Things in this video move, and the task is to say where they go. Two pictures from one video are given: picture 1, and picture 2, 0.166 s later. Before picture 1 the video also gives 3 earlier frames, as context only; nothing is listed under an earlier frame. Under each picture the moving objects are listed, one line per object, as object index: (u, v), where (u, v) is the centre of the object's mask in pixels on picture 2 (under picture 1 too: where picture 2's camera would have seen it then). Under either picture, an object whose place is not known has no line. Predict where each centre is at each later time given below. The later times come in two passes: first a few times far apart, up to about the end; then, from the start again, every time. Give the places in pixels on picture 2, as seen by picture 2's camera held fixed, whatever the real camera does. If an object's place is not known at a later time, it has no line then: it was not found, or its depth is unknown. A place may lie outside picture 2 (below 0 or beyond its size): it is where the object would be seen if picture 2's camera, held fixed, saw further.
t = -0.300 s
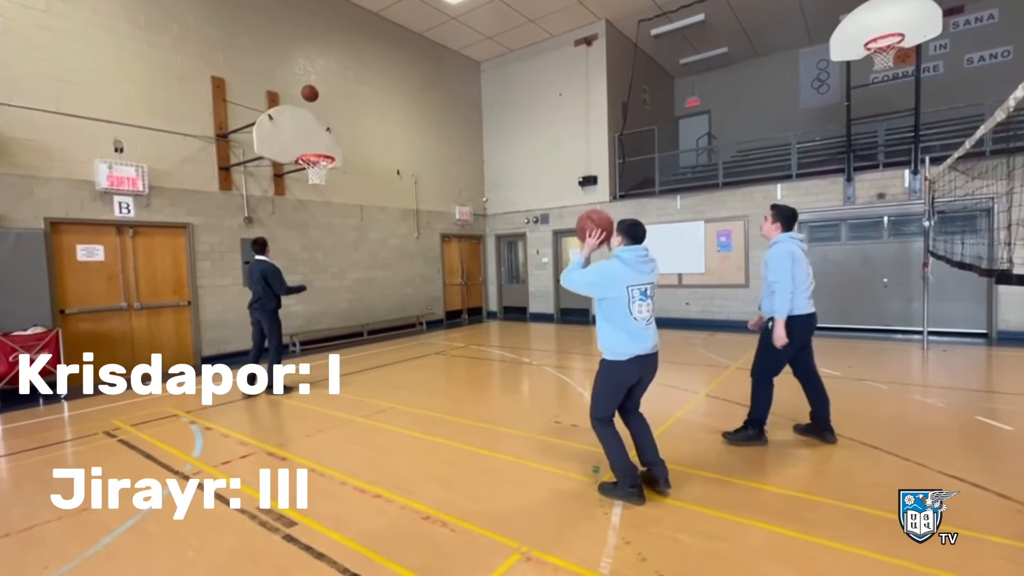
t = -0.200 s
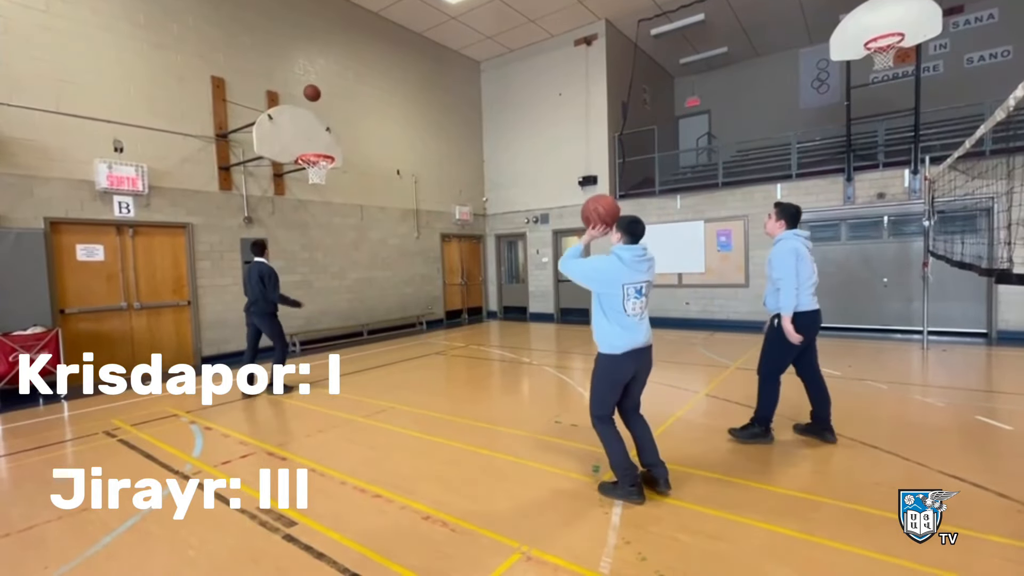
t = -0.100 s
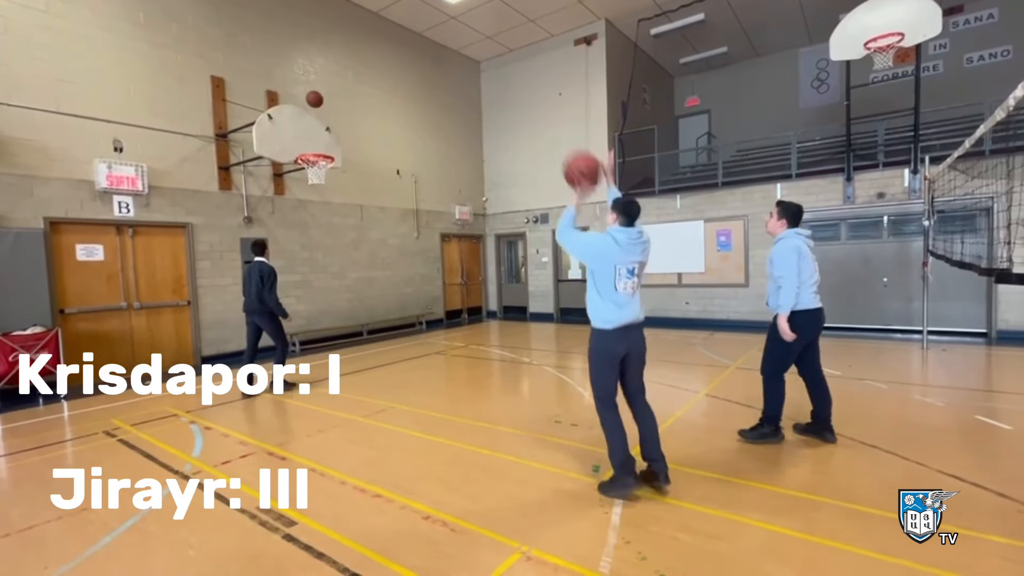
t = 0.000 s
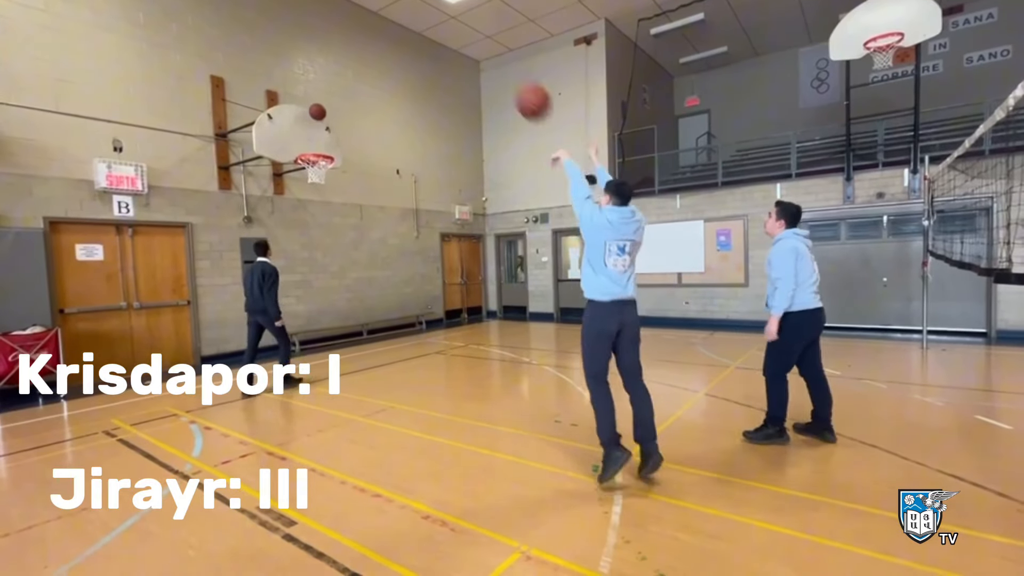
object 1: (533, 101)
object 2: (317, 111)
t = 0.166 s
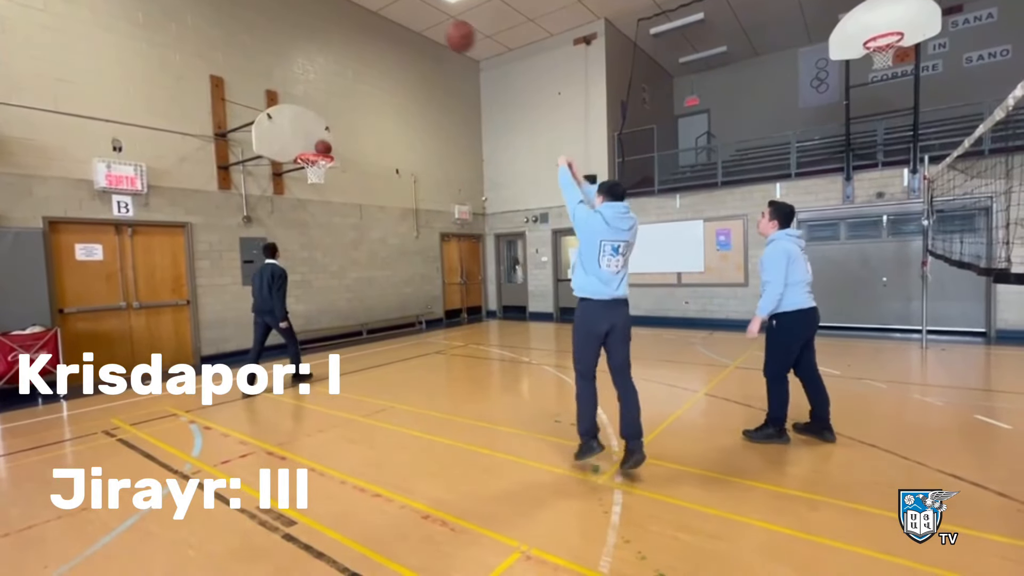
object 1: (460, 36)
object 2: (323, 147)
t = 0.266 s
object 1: (427, 20)
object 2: (323, 143)
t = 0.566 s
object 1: (355, 40)
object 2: (332, 140)
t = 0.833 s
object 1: (316, 108)
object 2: (346, 185)
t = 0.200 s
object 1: (448, 30)
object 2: (324, 149)
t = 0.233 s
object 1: (437, 24)
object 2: (323, 147)
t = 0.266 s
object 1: (427, 20)
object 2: (323, 143)
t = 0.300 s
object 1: (417, 18)
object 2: (322, 141)
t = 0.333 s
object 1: (407, 17)
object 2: (322, 139)
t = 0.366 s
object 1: (399, 17)
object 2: (323, 137)
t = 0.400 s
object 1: (390, 18)
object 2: (324, 136)
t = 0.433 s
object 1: (383, 21)
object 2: (326, 135)
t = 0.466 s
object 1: (375, 24)
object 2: (327, 135)
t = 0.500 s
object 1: (368, 29)
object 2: (329, 136)
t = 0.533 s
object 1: (362, 34)
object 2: (330, 137)
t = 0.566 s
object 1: (355, 40)
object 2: (332, 140)
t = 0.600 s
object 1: (349, 47)
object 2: (334, 143)
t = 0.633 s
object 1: (344, 54)
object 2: (335, 147)
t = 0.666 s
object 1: (338, 62)
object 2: (337, 152)
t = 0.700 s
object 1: (333, 70)
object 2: (340, 157)
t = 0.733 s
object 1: (329, 79)
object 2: (341, 163)
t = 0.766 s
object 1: (324, 89)
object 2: (343, 170)
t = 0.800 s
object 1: (320, 98)
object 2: (344, 177)
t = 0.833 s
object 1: (316, 108)
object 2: (346, 185)
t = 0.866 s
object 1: (312, 119)
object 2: (348, 194)
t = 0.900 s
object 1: (308, 131)
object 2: (350, 203)
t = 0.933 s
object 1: (305, 142)
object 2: (352, 214)
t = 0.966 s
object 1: (302, 144)
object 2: (354, 225)
